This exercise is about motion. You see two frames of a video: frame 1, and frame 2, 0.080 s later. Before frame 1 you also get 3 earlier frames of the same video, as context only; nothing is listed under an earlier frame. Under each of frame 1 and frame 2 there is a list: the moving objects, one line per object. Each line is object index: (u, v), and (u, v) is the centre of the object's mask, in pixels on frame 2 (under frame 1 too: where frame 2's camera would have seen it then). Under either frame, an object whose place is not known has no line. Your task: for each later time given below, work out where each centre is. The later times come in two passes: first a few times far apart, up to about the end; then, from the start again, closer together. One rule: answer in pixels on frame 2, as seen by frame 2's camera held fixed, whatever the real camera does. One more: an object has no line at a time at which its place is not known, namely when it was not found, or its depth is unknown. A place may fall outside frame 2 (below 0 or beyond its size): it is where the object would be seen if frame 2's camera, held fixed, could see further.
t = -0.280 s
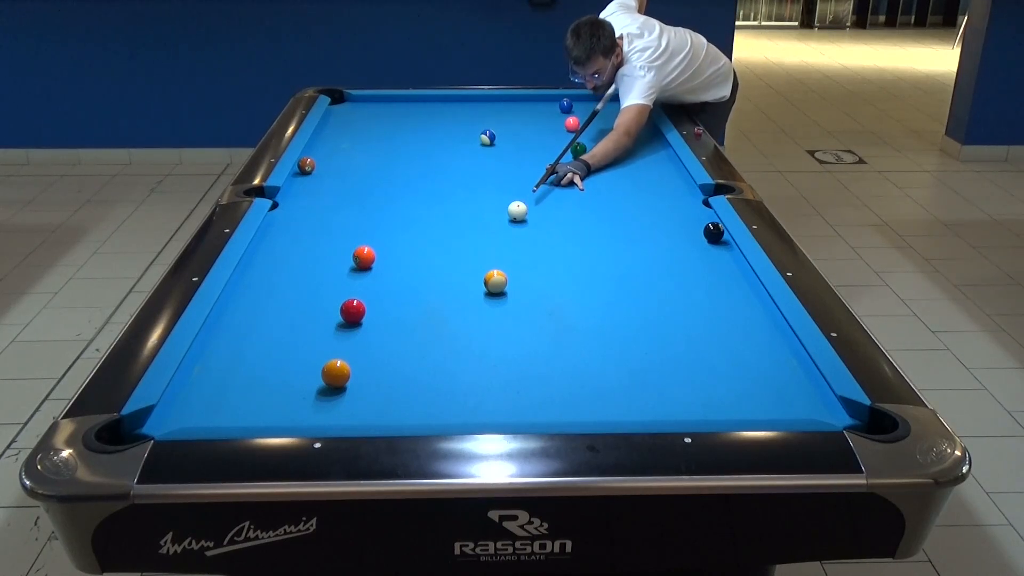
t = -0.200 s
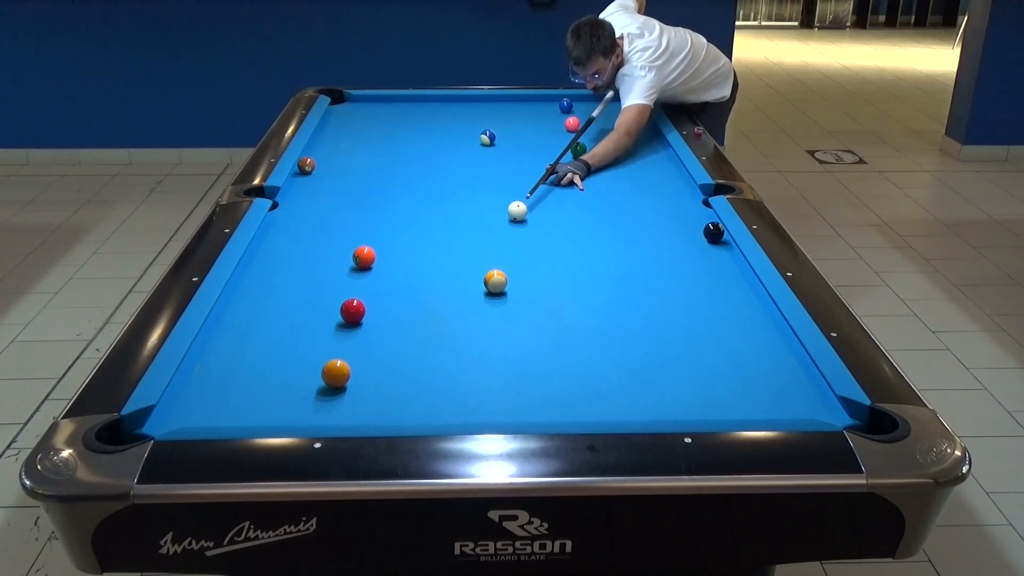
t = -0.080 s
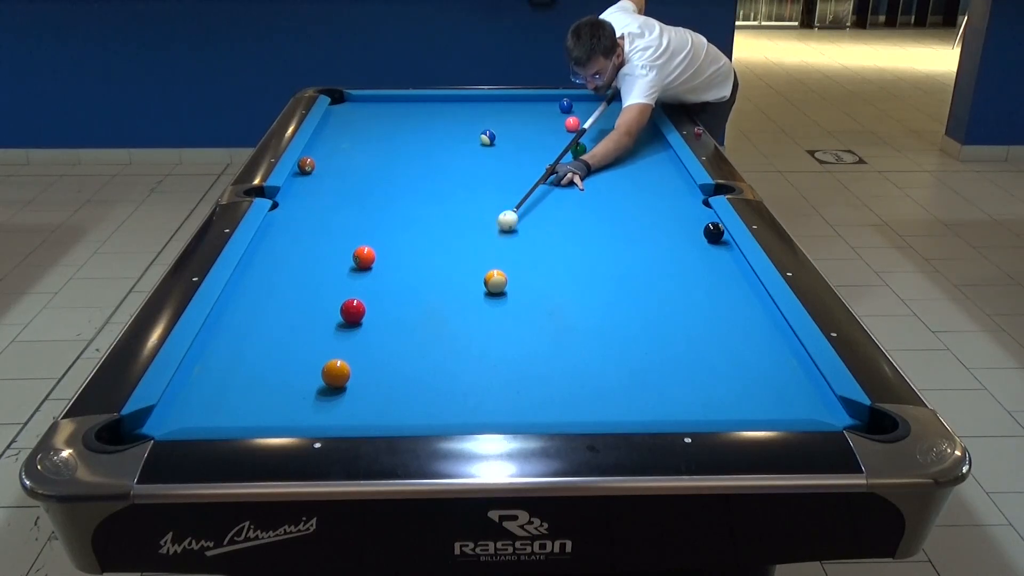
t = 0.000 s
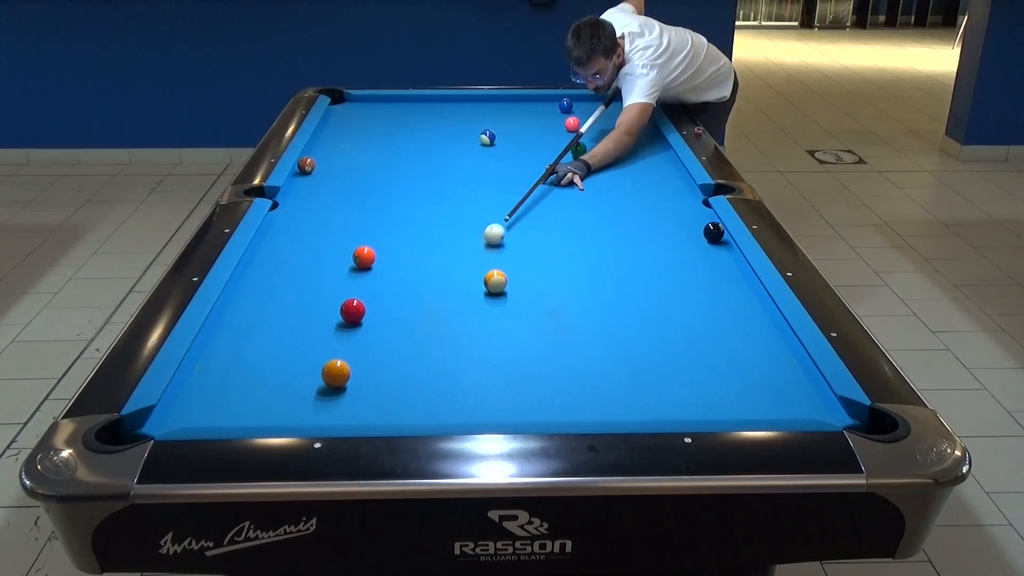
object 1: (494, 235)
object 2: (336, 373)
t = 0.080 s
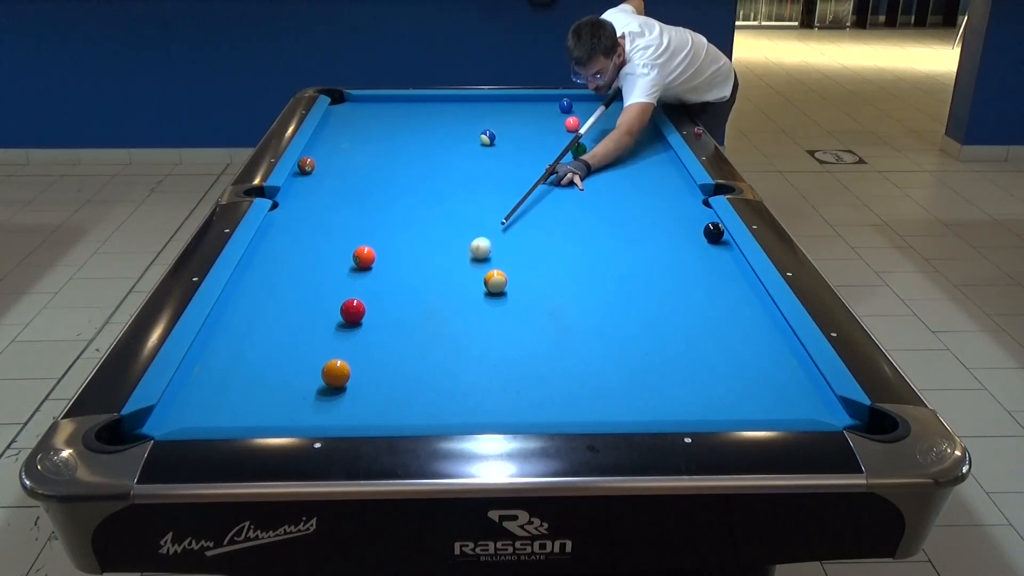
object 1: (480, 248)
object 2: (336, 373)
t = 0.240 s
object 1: (450, 279)
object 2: (336, 373)
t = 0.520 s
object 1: (386, 345)
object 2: (336, 373)
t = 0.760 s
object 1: (373, 401)
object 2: (281, 388)
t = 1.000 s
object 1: (387, 400)
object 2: (209, 407)
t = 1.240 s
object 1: (401, 372)
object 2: (137, 429)
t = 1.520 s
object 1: (414, 345)
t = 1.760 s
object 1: (425, 325)
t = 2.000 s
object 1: (434, 307)
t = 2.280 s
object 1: (442, 289)
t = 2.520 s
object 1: (449, 276)
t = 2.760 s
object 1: (455, 264)
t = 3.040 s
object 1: (462, 252)
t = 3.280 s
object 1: (466, 243)
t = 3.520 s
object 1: (470, 235)
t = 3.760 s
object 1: (474, 227)
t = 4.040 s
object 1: (477, 220)
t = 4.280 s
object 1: (479, 215)
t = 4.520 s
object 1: (482, 210)
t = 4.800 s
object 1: (484, 205)
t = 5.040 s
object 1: (486, 202)
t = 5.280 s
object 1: (486, 199)
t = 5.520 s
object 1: (487, 197)
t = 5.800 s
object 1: (487, 195)
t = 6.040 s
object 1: (487, 194)
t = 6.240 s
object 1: (487, 194)
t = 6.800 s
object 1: (487, 194)
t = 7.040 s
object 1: (487, 194)
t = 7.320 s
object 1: (487, 194)
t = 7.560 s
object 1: (487, 194)
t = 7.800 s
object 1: (487, 194)
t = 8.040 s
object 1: (486, 194)
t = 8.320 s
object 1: (486, 194)
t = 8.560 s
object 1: (486, 194)
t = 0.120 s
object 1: (473, 256)
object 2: (336, 373)
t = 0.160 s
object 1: (466, 263)
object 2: (336, 373)
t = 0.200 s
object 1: (458, 271)
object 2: (336, 373)
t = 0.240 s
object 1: (450, 279)
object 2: (336, 373)
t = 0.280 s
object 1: (442, 287)
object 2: (336, 373)
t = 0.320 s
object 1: (434, 296)
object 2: (336, 373)
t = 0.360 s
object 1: (425, 305)
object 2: (336, 373)
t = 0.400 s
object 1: (415, 315)
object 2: (336, 373)
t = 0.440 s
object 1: (406, 324)
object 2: (336, 373)
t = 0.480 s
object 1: (397, 334)
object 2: (336, 373)
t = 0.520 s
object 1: (386, 345)
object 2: (336, 373)
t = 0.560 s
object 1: (375, 356)
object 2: (336, 373)
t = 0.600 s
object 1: (365, 367)
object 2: (335, 373)
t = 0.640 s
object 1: (368, 375)
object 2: (320, 377)
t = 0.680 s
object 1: (371, 383)
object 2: (305, 381)
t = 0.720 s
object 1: (372, 392)
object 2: (293, 385)
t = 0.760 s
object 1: (373, 401)
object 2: (281, 388)
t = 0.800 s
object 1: (375, 409)
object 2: (269, 391)
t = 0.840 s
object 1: (376, 415)
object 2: (257, 394)
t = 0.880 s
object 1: (379, 412)
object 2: (246, 397)
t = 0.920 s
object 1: (382, 409)
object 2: (234, 400)
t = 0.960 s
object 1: (384, 405)
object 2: (222, 403)
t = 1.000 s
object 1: (387, 400)
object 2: (209, 407)
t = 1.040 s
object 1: (389, 395)
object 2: (197, 410)
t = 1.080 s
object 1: (392, 390)
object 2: (185, 412)
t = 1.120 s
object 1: (394, 386)
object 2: (172, 415)
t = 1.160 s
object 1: (396, 381)
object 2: (160, 419)
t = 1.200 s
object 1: (399, 377)
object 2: (148, 422)
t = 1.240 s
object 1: (401, 372)
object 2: (137, 429)
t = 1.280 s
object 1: (403, 368)
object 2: (126, 438)
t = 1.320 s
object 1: (405, 364)
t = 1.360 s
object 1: (407, 360)
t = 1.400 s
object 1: (409, 356)
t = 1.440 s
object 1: (411, 353)
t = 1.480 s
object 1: (413, 349)
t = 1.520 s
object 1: (414, 345)
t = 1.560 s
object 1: (416, 342)
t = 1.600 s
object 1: (418, 338)
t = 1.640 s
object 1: (420, 335)
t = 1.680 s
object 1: (421, 331)
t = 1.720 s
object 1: (423, 328)
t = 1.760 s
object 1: (425, 325)
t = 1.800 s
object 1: (426, 322)
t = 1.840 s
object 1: (428, 320)
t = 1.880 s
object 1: (429, 316)
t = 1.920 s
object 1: (431, 313)
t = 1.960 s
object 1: (432, 310)
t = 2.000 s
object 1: (434, 307)
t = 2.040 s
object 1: (435, 304)
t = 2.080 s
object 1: (436, 302)
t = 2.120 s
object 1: (438, 299)
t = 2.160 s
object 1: (439, 297)
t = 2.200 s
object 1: (440, 294)
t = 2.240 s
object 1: (441, 291)
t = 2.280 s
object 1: (442, 289)
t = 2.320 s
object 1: (444, 287)
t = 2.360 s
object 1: (445, 285)
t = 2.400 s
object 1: (446, 283)
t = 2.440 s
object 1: (447, 280)
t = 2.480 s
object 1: (448, 278)
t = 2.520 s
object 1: (449, 276)
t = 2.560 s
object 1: (450, 274)
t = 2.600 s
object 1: (451, 272)
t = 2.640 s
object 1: (452, 270)
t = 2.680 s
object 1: (453, 268)
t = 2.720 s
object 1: (454, 266)
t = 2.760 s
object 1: (455, 264)
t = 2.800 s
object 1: (456, 262)
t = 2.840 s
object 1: (457, 261)
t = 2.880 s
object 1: (458, 259)
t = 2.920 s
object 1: (459, 257)
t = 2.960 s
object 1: (460, 255)
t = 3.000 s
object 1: (461, 254)
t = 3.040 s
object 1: (462, 252)
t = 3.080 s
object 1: (463, 250)
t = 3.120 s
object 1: (463, 249)
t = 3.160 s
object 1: (464, 247)
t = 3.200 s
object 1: (465, 246)
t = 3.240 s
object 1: (466, 244)
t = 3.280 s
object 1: (466, 243)
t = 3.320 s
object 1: (467, 241)
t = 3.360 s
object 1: (468, 240)
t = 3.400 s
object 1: (468, 238)
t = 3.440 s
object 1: (469, 237)
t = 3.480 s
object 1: (470, 236)
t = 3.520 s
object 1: (470, 235)
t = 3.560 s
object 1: (471, 233)
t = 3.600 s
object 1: (472, 232)
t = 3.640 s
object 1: (472, 231)
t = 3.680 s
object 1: (473, 230)
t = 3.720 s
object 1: (473, 229)
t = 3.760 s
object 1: (474, 227)
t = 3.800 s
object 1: (474, 227)
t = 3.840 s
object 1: (475, 225)
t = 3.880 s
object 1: (475, 224)
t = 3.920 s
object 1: (476, 223)
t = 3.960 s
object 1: (476, 222)
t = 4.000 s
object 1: (477, 221)
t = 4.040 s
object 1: (477, 220)
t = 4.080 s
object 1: (477, 219)
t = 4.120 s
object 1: (478, 218)
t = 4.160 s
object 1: (478, 217)
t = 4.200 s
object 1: (479, 217)
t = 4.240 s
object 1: (479, 215)
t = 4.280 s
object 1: (479, 215)
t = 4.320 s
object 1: (480, 214)
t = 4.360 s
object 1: (480, 213)
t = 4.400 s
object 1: (481, 212)
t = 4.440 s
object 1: (481, 211)
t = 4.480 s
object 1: (481, 211)
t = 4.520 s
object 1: (482, 210)
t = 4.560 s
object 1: (482, 209)
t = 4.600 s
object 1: (482, 209)
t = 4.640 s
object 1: (483, 208)
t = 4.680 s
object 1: (483, 207)
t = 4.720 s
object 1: (483, 206)
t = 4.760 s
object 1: (484, 206)
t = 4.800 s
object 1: (484, 205)
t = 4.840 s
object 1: (484, 205)
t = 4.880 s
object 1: (485, 204)
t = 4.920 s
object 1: (485, 204)
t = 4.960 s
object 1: (485, 203)
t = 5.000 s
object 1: (485, 203)
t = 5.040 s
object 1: (486, 202)
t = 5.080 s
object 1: (486, 202)
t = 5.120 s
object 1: (486, 201)
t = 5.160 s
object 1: (486, 201)
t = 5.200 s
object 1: (486, 200)
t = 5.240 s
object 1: (486, 200)
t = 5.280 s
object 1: (486, 199)
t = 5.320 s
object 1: (486, 199)
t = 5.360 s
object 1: (487, 198)
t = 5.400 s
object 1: (487, 198)
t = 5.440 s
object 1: (487, 198)
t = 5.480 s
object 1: (487, 198)
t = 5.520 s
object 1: (487, 197)
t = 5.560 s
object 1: (487, 197)
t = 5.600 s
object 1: (487, 197)
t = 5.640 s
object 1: (487, 196)
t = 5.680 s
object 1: (487, 196)
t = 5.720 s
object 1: (487, 196)
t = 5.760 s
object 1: (487, 196)
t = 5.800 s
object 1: (487, 195)
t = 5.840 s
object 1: (487, 195)
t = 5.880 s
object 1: (487, 195)
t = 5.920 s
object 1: (487, 195)
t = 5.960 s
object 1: (487, 195)
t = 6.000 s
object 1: (487, 194)
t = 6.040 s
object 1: (487, 194)
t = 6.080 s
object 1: (487, 194)
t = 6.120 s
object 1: (487, 194)
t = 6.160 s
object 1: (487, 194)
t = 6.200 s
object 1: (487, 194)
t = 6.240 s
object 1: (487, 194)
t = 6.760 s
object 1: (487, 194)
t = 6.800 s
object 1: (487, 194)
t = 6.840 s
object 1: (487, 194)
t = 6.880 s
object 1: (487, 194)
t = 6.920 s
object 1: (487, 194)
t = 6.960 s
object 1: (487, 194)
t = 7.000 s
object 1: (487, 194)
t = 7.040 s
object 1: (487, 194)
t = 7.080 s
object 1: (487, 194)
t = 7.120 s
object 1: (487, 194)
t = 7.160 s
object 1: (487, 194)
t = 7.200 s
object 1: (487, 194)
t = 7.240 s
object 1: (487, 194)
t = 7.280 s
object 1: (487, 194)
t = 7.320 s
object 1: (487, 194)
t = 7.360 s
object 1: (487, 194)
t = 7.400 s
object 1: (487, 194)
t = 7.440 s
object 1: (487, 194)
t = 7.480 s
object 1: (487, 194)
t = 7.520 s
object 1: (486, 194)
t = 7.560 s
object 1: (487, 194)
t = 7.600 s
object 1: (486, 194)
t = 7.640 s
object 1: (486, 194)
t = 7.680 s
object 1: (487, 194)
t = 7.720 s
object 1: (487, 194)
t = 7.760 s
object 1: (486, 194)
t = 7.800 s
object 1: (487, 194)
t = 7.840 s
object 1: (486, 194)
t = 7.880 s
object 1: (486, 194)
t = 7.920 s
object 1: (486, 194)
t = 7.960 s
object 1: (486, 194)
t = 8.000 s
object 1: (486, 194)
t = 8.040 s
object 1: (486, 194)
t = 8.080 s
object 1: (486, 194)
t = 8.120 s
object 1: (486, 194)
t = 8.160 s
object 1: (486, 194)
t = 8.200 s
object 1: (486, 194)
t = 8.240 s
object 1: (486, 194)
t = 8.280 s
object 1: (486, 194)
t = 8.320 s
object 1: (486, 194)
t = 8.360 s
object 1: (486, 194)
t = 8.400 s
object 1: (486, 194)
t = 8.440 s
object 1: (486, 194)
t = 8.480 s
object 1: (486, 194)
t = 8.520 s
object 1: (486, 194)
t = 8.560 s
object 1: (486, 194)
